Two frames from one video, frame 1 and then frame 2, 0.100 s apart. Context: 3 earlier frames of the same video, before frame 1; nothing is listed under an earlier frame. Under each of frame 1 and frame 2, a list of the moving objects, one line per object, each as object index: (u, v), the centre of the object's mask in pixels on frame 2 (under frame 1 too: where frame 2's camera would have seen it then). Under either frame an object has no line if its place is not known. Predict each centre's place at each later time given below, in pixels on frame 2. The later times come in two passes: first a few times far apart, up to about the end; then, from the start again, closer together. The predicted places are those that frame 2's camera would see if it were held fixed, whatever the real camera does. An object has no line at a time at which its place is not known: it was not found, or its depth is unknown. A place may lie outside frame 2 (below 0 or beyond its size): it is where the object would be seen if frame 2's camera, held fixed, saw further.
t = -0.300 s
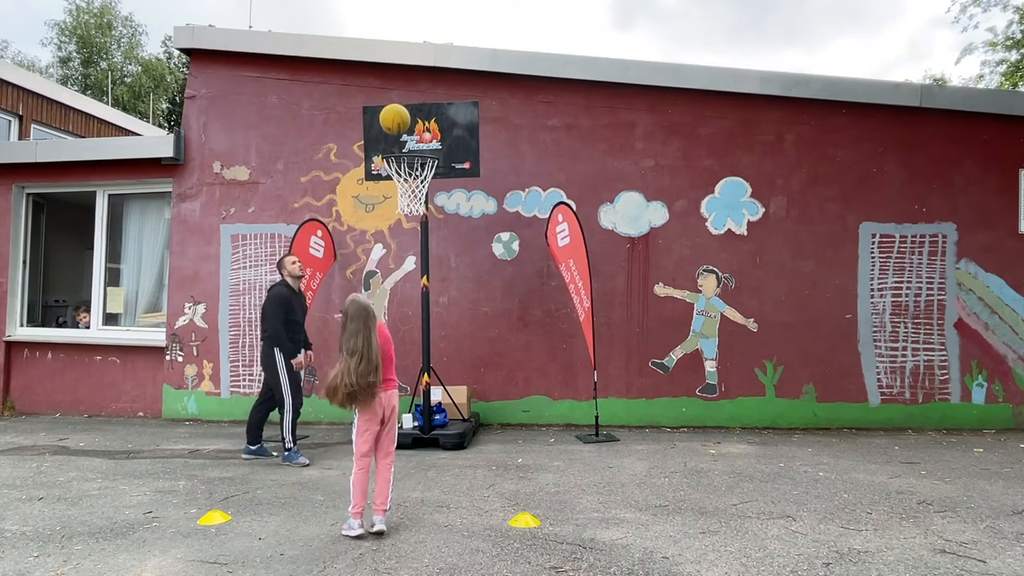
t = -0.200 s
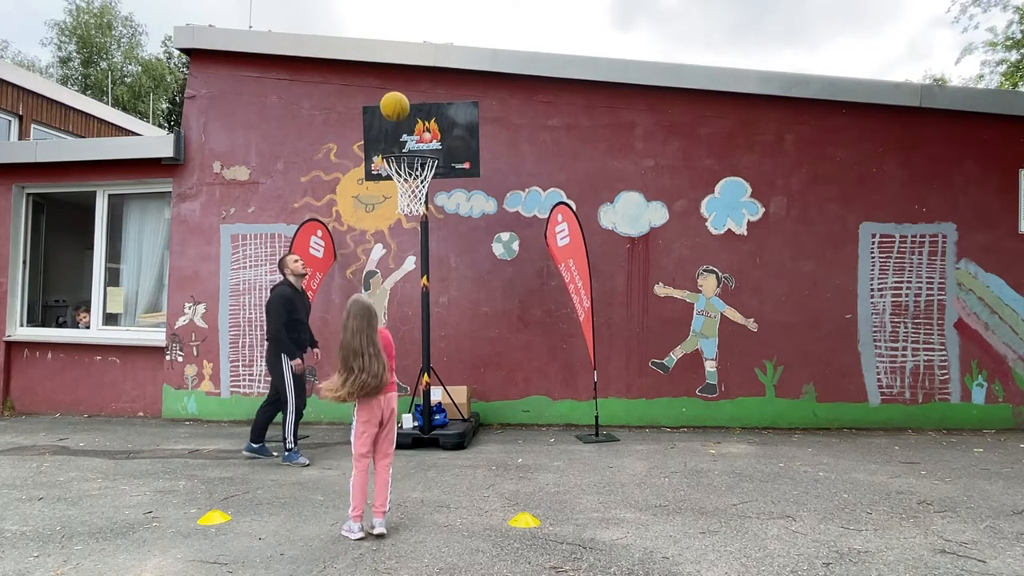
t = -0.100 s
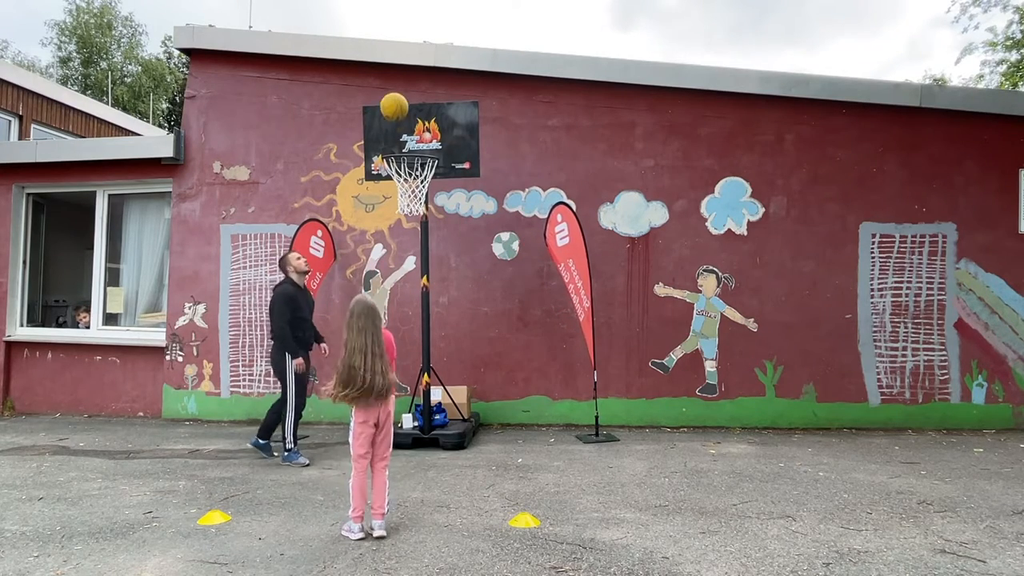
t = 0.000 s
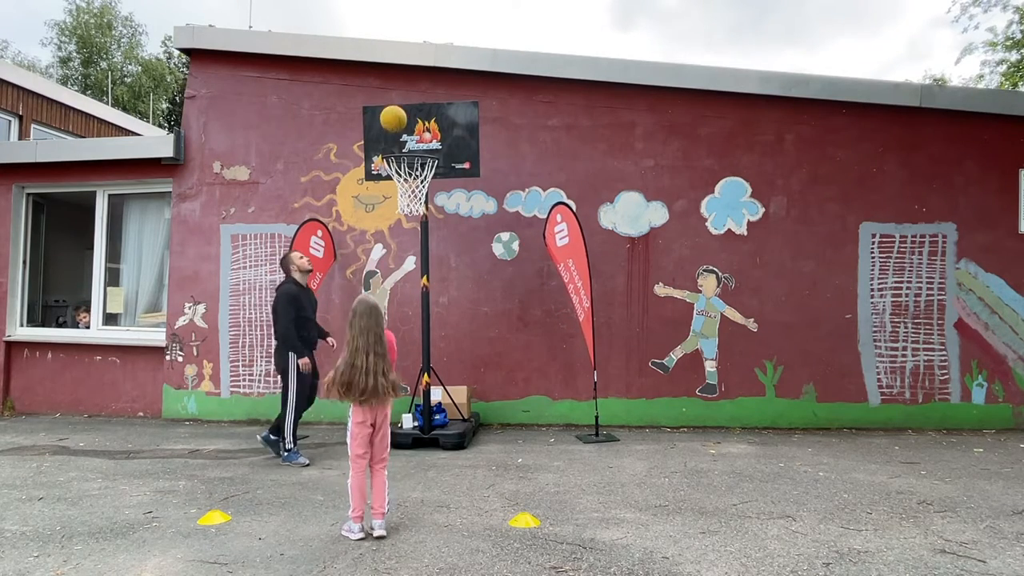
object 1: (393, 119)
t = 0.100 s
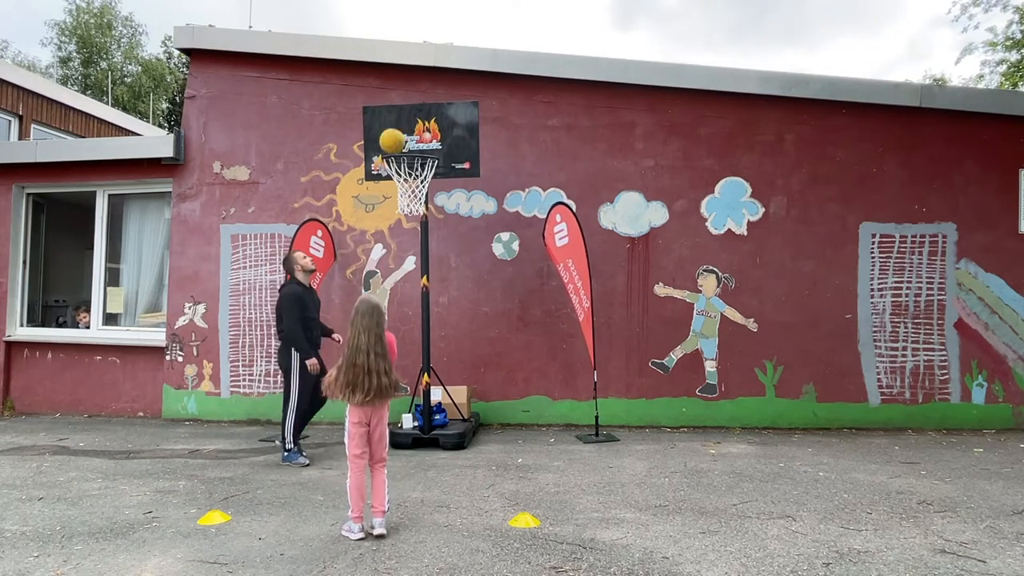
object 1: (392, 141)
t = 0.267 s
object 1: (419, 152)
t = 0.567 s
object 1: (441, 147)
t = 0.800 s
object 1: (464, 200)
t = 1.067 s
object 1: (489, 347)
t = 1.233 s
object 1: (504, 450)
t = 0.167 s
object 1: (398, 146)
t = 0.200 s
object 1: (405, 146)
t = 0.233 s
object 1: (413, 147)
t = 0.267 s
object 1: (419, 152)
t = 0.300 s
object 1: (423, 145)
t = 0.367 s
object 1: (427, 140)
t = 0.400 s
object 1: (429, 138)
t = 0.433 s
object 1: (432, 137)
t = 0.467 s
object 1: (434, 138)
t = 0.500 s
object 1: (436, 140)
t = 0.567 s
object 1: (441, 147)
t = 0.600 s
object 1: (444, 151)
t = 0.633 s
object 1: (447, 155)
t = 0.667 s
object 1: (451, 162)
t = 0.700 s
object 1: (454, 168)
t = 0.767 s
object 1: (461, 189)
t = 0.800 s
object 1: (464, 200)
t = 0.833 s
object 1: (467, 213)
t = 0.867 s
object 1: (471, 228)
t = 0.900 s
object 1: (474, 244)
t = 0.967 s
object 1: (480, 280)
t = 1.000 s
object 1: (483, 301)
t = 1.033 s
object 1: (486, 323)
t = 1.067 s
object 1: (489, 347)
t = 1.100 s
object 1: (492, 372)
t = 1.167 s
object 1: (497, 428)
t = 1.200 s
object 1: (501, 458)
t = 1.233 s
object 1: (504, 450)
